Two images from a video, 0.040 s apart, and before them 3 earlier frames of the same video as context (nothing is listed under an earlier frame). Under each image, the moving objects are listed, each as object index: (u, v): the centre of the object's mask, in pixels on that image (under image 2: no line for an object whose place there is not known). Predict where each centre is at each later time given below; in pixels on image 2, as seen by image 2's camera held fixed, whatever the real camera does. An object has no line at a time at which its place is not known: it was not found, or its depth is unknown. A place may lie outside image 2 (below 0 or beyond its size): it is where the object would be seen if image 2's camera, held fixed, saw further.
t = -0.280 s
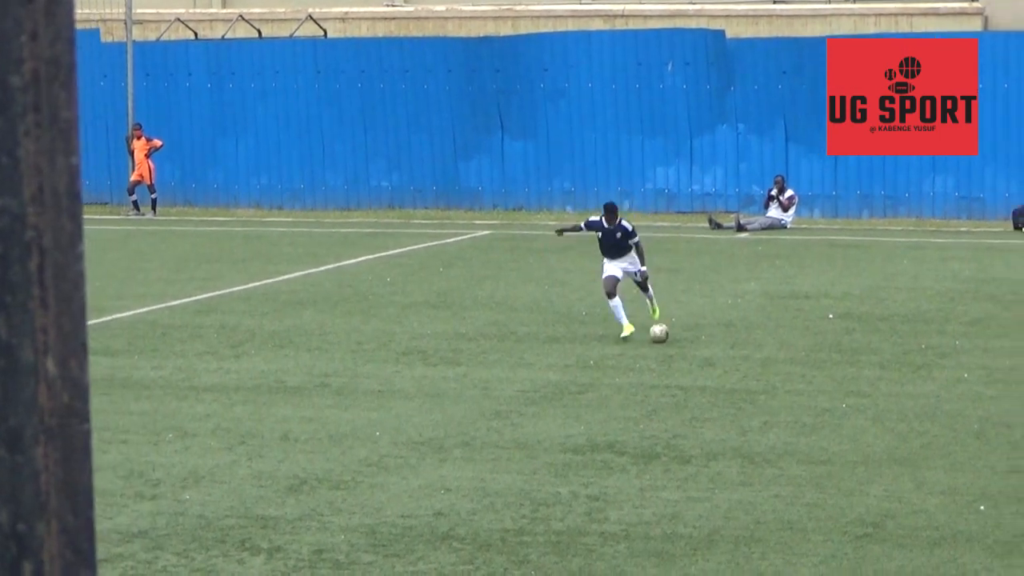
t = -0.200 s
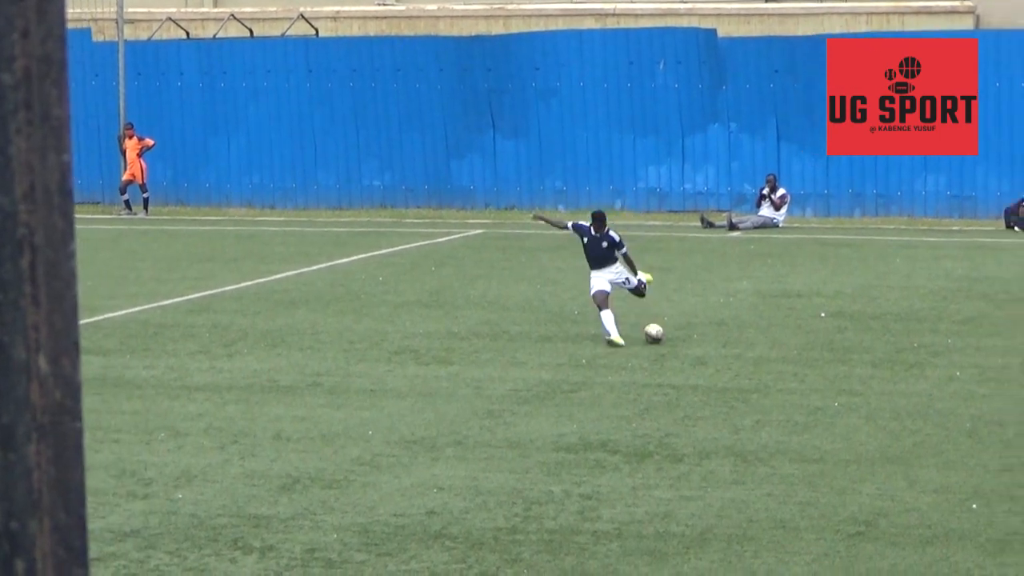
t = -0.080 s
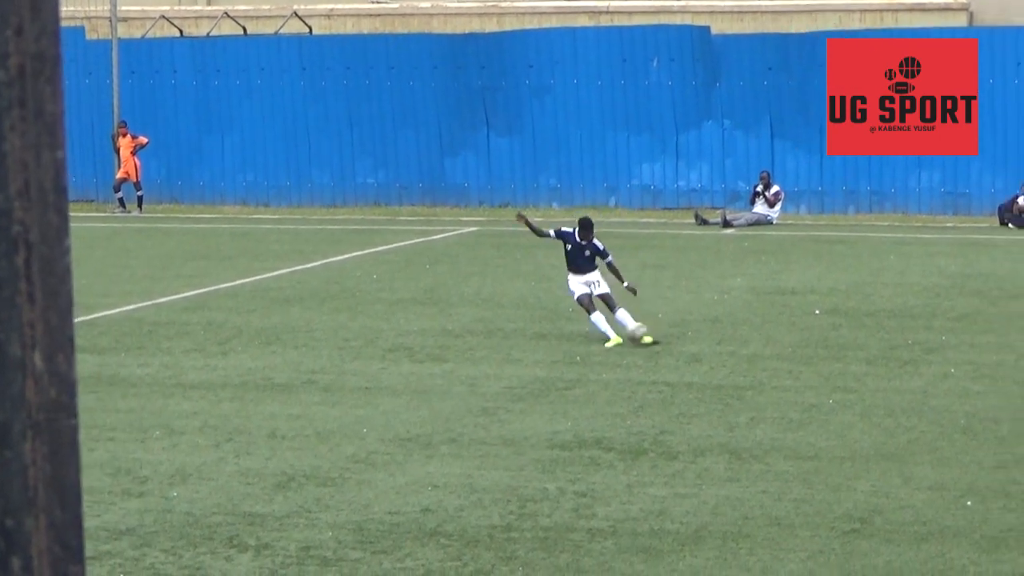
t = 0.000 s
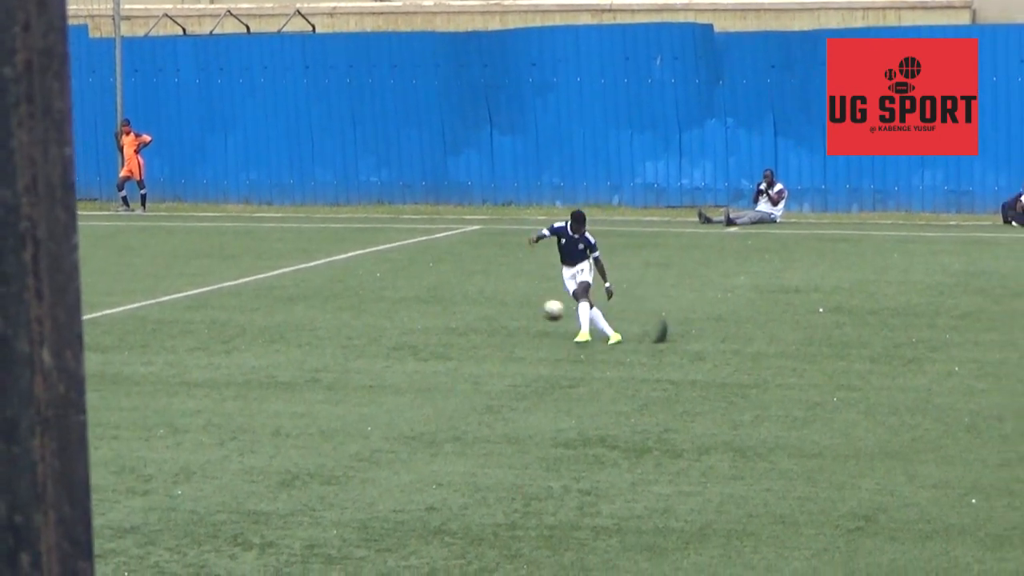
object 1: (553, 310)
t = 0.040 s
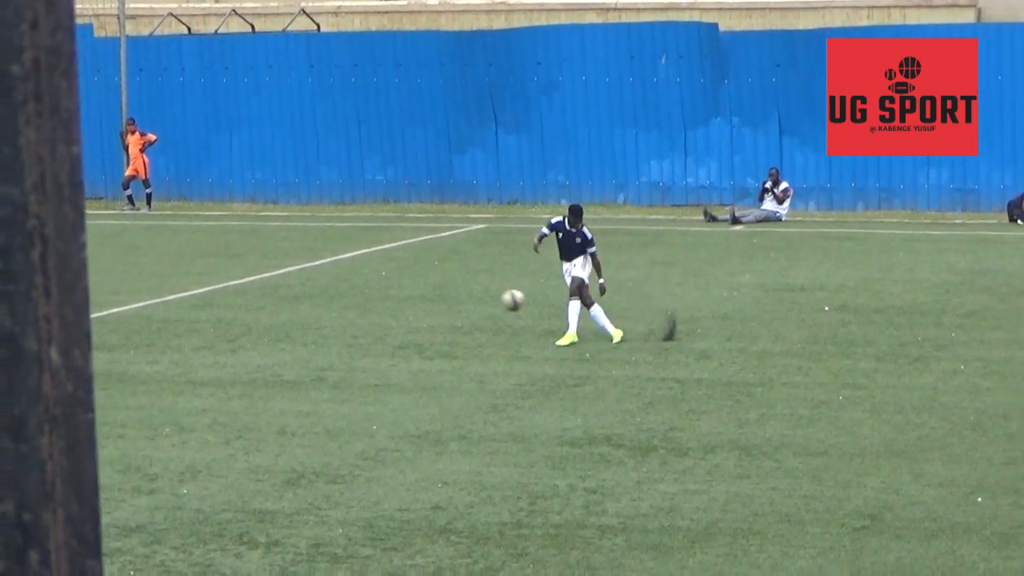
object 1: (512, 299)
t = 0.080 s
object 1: (467, 291)
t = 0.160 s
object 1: (373, 276)
